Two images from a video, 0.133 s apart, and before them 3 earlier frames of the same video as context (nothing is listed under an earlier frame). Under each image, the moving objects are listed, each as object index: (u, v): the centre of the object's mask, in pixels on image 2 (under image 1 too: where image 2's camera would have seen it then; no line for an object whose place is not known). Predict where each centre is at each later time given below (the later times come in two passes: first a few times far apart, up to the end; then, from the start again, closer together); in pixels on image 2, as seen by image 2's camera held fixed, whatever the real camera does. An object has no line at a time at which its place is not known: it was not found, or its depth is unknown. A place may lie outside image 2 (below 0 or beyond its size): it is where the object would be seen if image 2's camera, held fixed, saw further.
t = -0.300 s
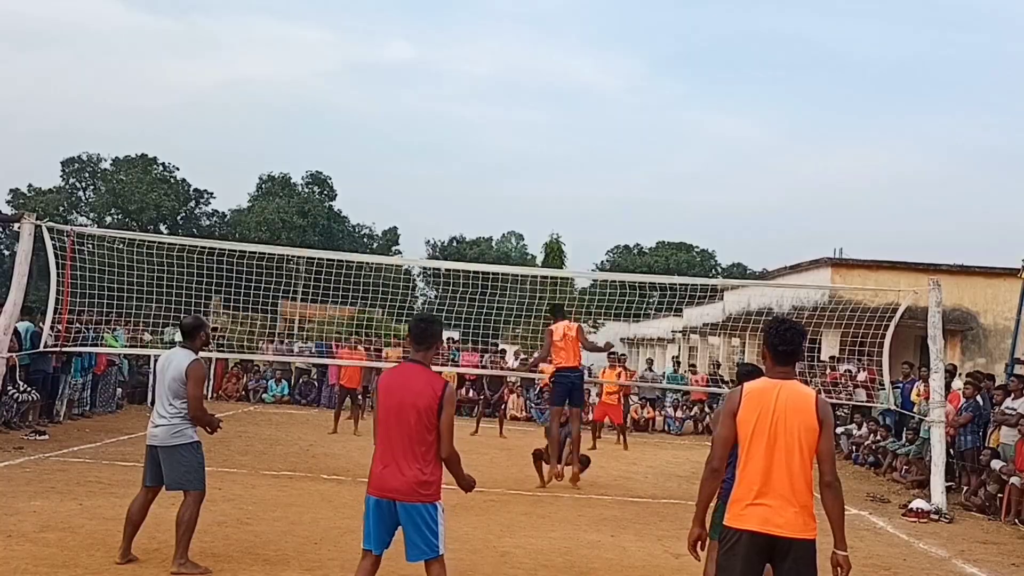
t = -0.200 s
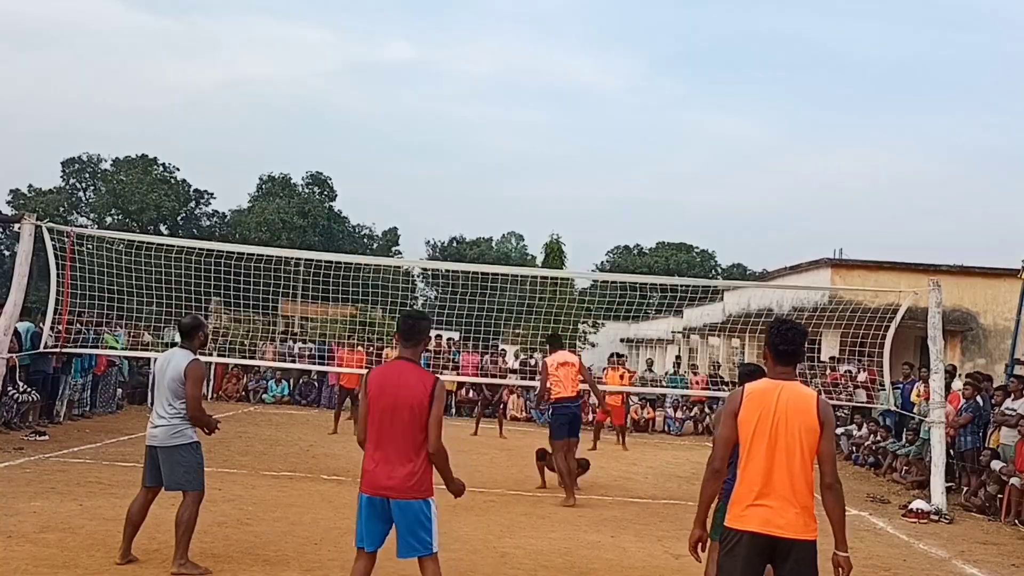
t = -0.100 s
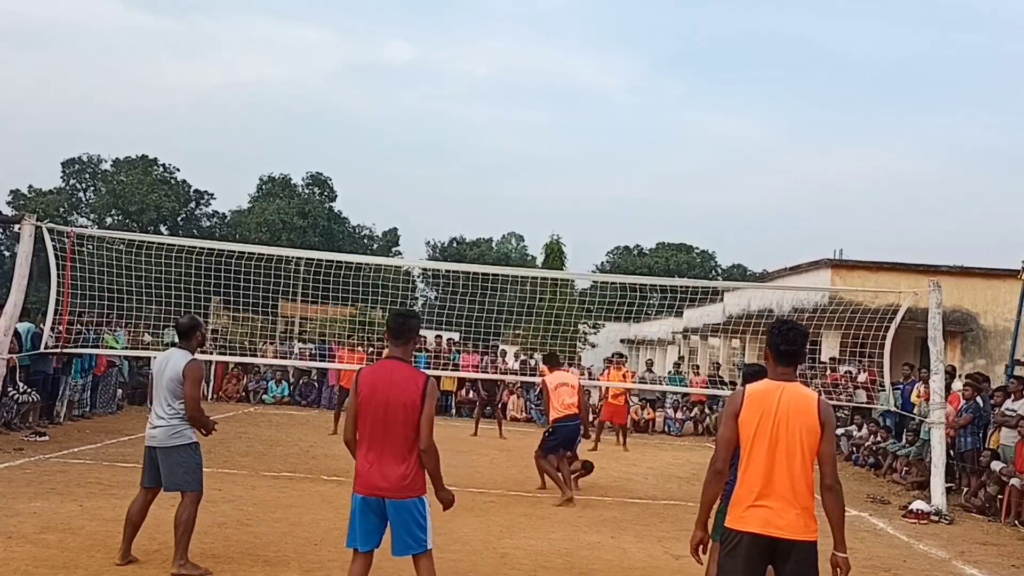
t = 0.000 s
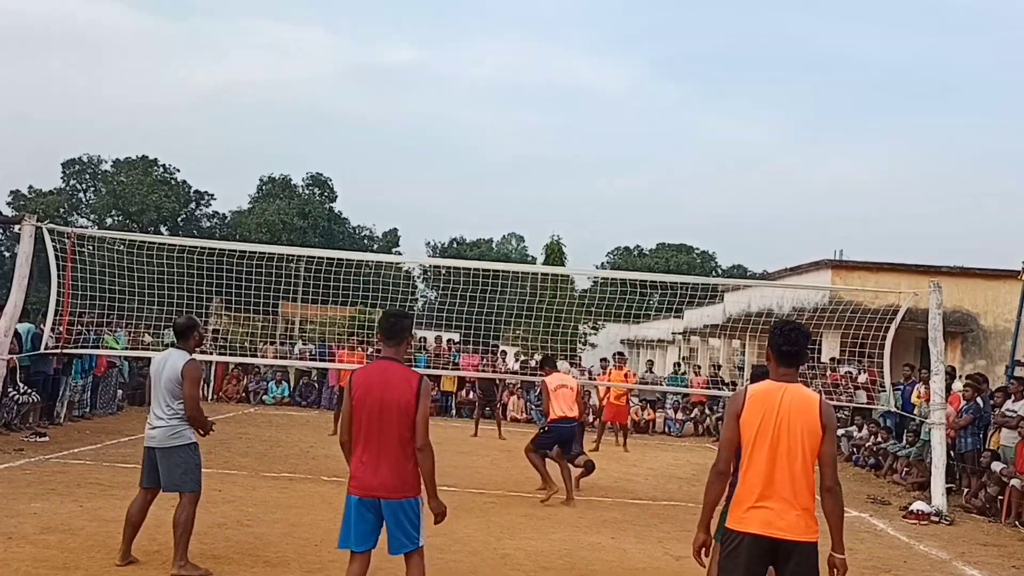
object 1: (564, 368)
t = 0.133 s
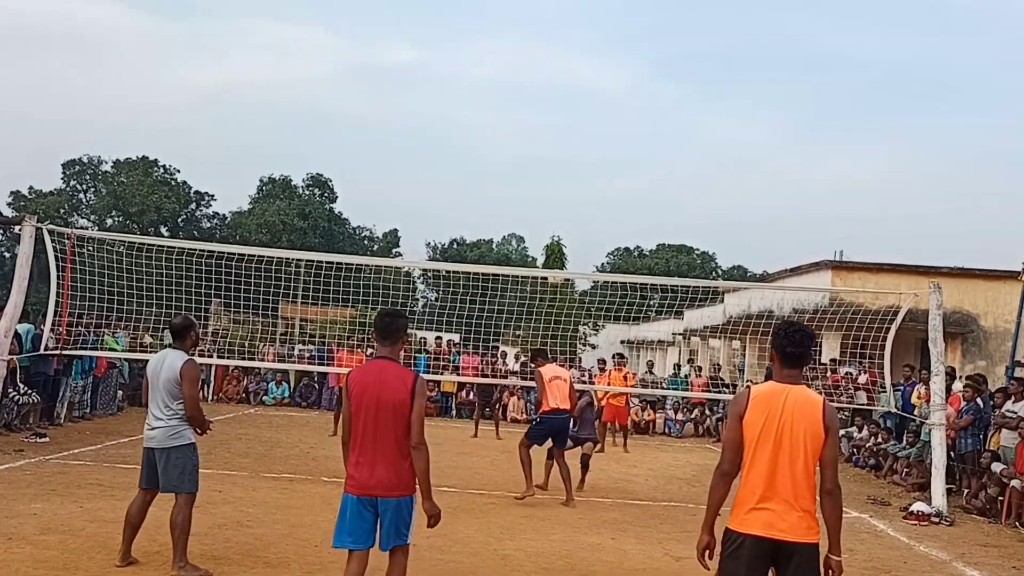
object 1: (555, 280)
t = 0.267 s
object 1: (550, 208)
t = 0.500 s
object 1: (538, 130)
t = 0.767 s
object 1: (524, 99)
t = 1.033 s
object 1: (510, 116)
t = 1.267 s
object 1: (498, 164)
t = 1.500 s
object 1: (486, 227)
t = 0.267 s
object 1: (550, 208)
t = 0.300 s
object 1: (548, 193)
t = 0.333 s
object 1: (547, 180)
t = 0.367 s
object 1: (545, 168)
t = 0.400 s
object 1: (543, 157)
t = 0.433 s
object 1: (542, 147)
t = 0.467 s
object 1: (540, 138)
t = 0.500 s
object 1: (538, 130)
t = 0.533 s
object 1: (537, 123)
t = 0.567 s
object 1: (535, 117)
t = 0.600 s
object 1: (533, 112)
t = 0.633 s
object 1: (531, 108)
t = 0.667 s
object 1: (530, 104)
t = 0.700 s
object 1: (528, 102)
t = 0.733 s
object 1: (526, 100)
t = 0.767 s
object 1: (524, 99)
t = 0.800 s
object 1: (523, 98)
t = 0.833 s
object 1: (521, 99)
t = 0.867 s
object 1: (519, 100)
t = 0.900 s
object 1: (518, 102)
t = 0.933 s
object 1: (516, 105)
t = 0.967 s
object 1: (514, 108)
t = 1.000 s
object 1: (512, 112)
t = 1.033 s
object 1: (510, 116)
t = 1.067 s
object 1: (509, 121)
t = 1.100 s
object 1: (507, 127)
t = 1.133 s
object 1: (505, 133)
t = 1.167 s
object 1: (503, 141)
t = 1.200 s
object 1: (501, 148)
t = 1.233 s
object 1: (499, 156)
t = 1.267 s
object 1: (498, 164)
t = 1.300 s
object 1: (496, 174)
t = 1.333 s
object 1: (494, 183)
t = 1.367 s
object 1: (492, 193)
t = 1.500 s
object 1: (486, 227)
